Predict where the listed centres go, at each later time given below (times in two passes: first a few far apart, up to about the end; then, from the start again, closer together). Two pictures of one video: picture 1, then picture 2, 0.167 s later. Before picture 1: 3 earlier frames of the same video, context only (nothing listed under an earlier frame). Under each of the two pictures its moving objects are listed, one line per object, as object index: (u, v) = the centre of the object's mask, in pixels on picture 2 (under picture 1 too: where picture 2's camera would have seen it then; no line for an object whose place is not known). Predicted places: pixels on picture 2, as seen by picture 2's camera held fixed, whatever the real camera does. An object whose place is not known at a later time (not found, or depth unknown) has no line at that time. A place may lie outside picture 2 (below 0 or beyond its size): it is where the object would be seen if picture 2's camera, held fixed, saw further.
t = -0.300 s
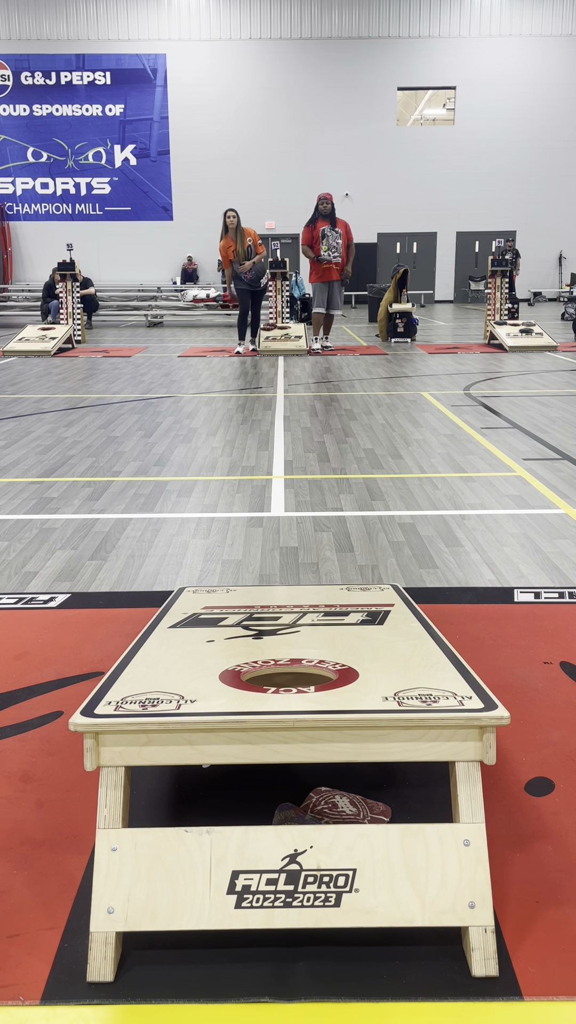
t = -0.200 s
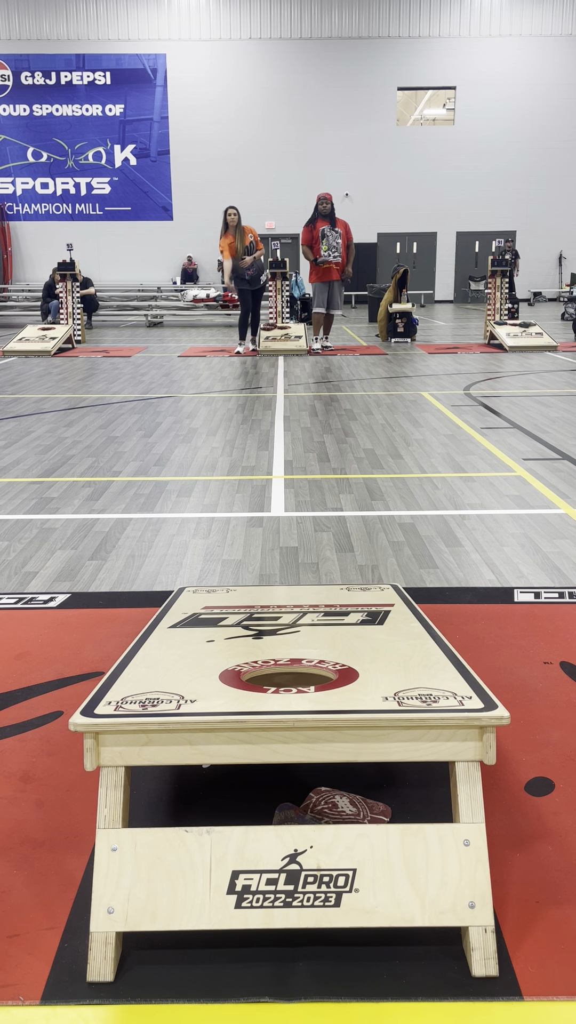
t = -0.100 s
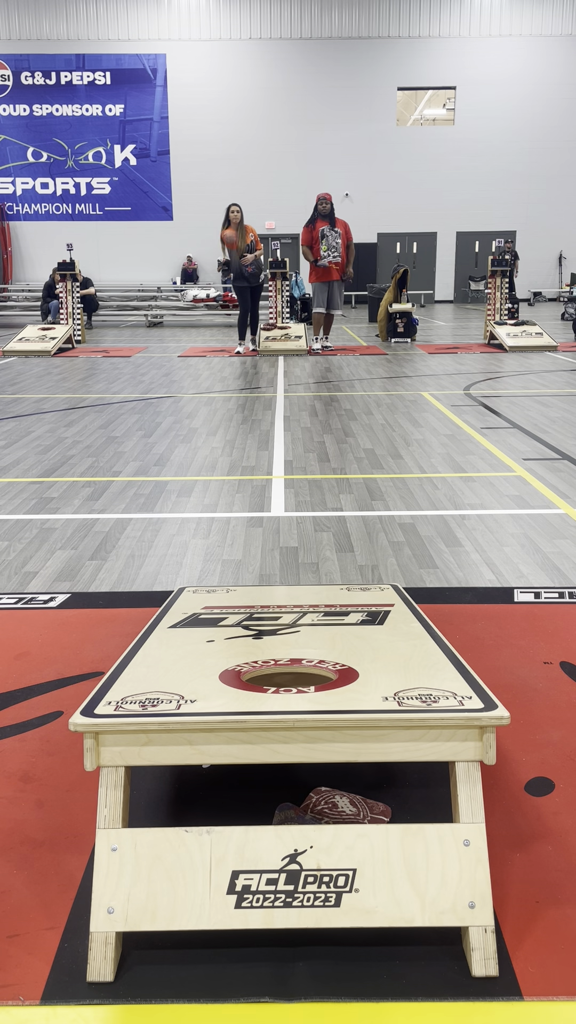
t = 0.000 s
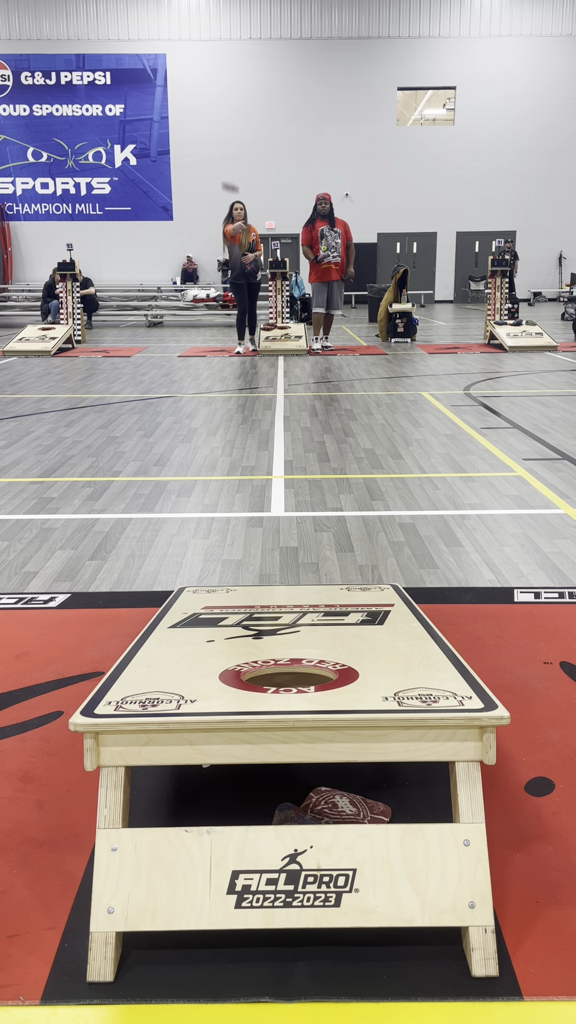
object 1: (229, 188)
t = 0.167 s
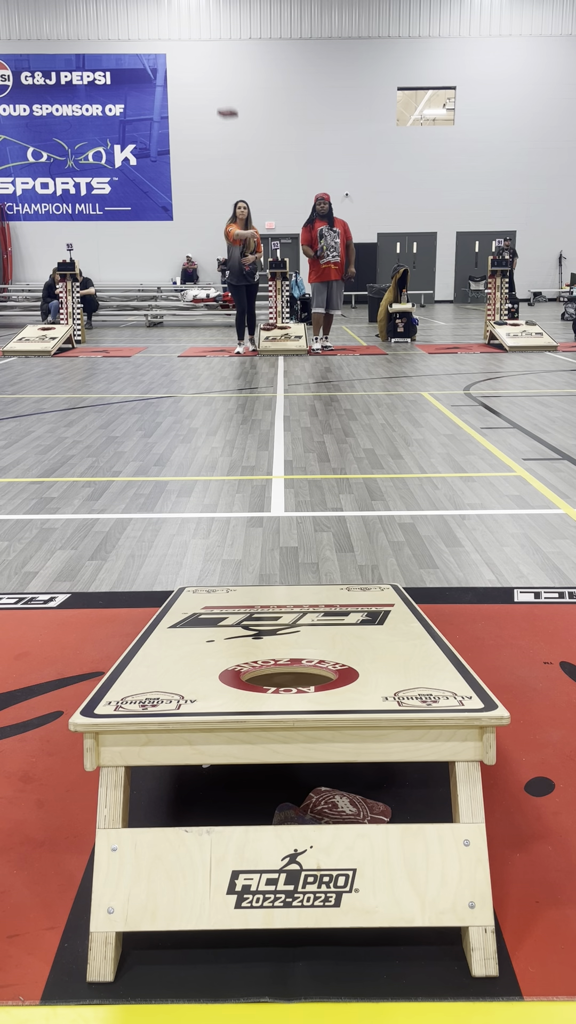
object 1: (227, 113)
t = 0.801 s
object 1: (224, 151)
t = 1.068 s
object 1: (226, 600)
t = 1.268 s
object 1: (206, 648)
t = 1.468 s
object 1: (197, 673)
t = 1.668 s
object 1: (197, 674)
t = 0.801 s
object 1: (224, 151)
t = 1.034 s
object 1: (228, 599)
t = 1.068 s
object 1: (226, 600)
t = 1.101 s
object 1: (226, 607)
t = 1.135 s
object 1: (222, 617)
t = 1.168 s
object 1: (218, 626)
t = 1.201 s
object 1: (215, 634)
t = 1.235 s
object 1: (209, 641)
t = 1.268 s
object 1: (206, 648)
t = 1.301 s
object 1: (204, 654)
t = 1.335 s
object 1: (200, 660)
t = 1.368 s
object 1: (201, 664)
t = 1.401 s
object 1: (199, 668)
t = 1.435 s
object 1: (198, 671)
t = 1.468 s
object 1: (197, 673)
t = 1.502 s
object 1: (197, 674)
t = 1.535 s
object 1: (197, 674)
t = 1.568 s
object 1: (197, 674)
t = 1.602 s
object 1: (197, 674)
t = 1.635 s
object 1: (197, 674)
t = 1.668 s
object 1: (197, 674)
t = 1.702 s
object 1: (197, 674)
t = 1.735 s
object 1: (196, 674)
